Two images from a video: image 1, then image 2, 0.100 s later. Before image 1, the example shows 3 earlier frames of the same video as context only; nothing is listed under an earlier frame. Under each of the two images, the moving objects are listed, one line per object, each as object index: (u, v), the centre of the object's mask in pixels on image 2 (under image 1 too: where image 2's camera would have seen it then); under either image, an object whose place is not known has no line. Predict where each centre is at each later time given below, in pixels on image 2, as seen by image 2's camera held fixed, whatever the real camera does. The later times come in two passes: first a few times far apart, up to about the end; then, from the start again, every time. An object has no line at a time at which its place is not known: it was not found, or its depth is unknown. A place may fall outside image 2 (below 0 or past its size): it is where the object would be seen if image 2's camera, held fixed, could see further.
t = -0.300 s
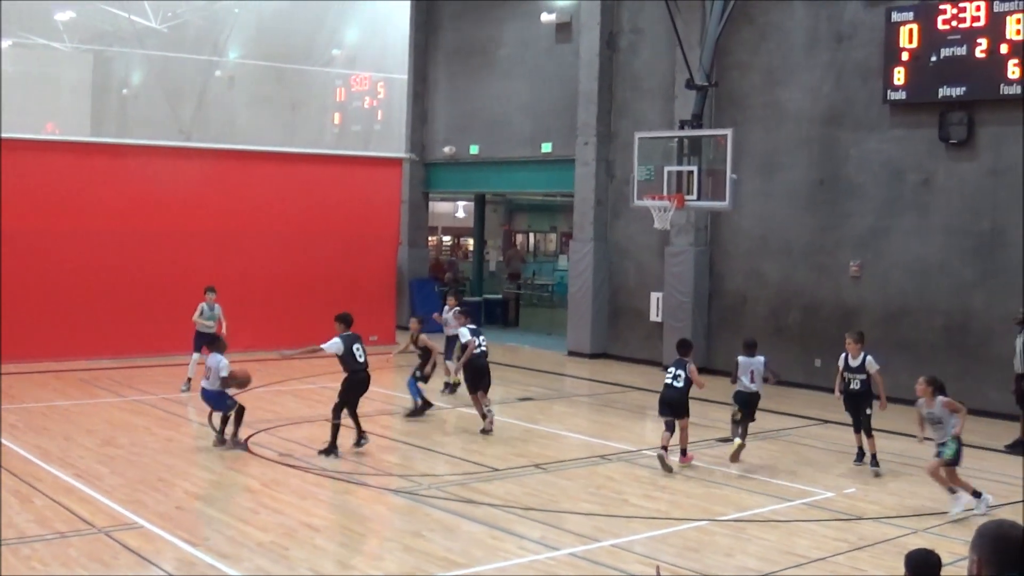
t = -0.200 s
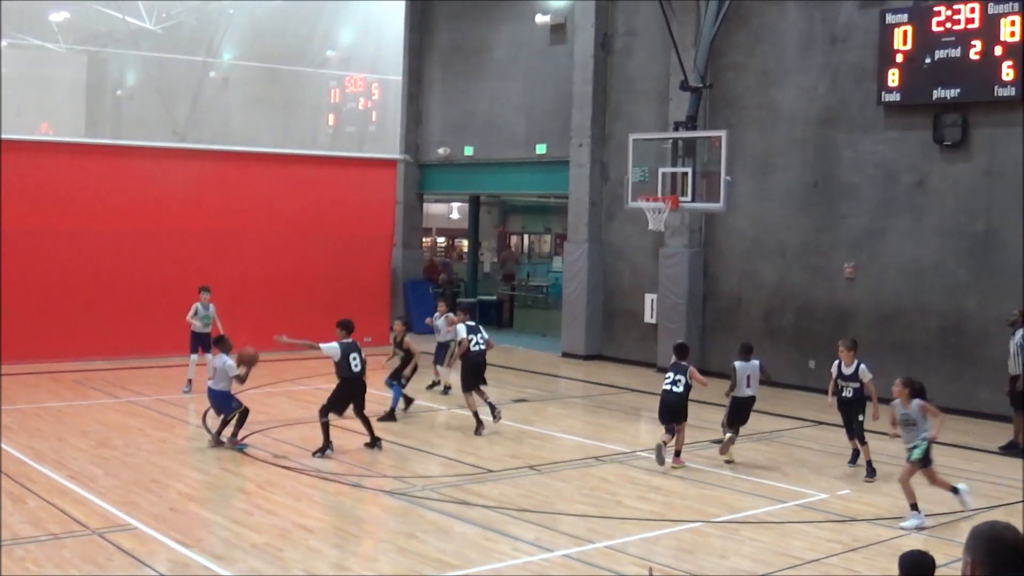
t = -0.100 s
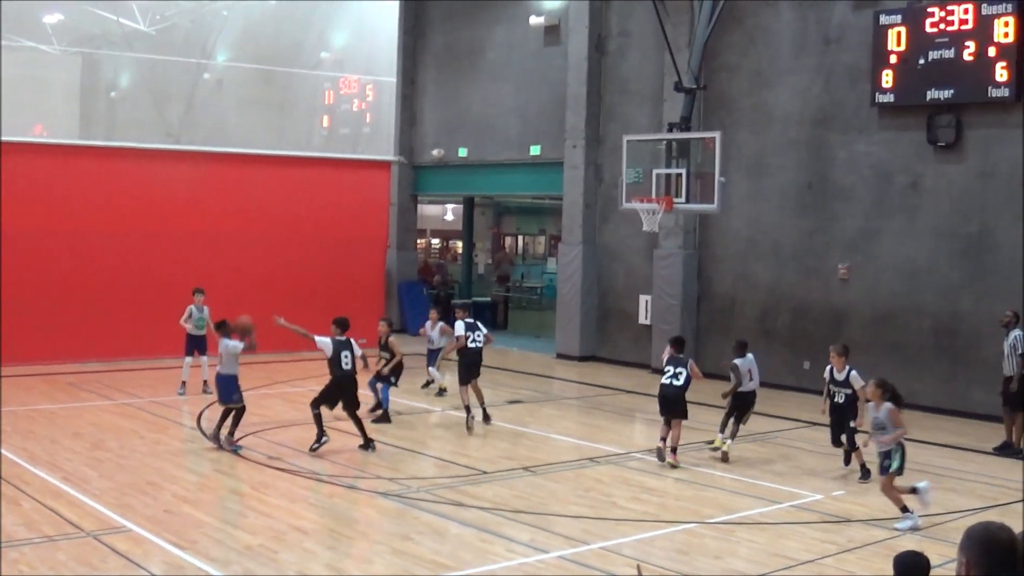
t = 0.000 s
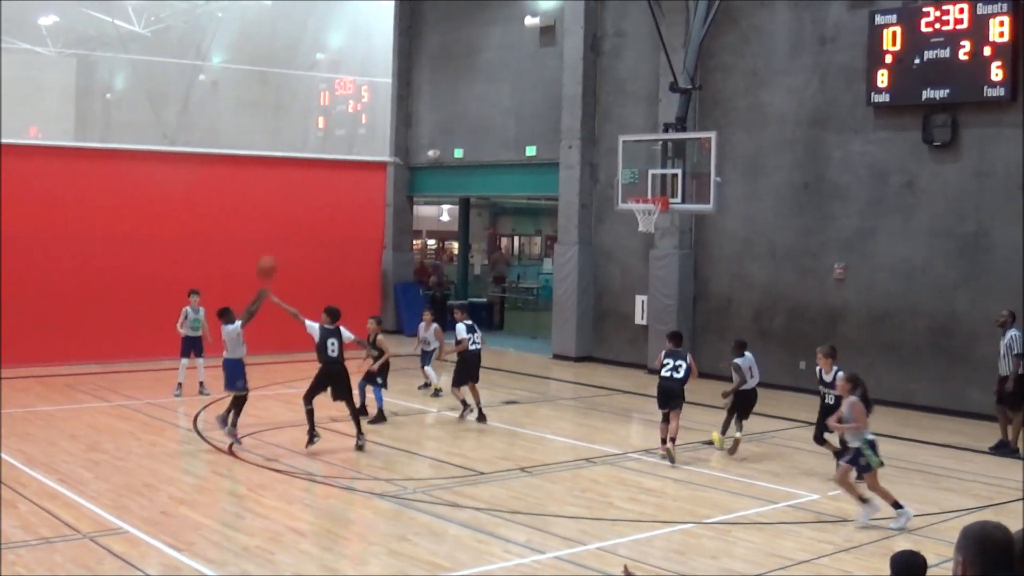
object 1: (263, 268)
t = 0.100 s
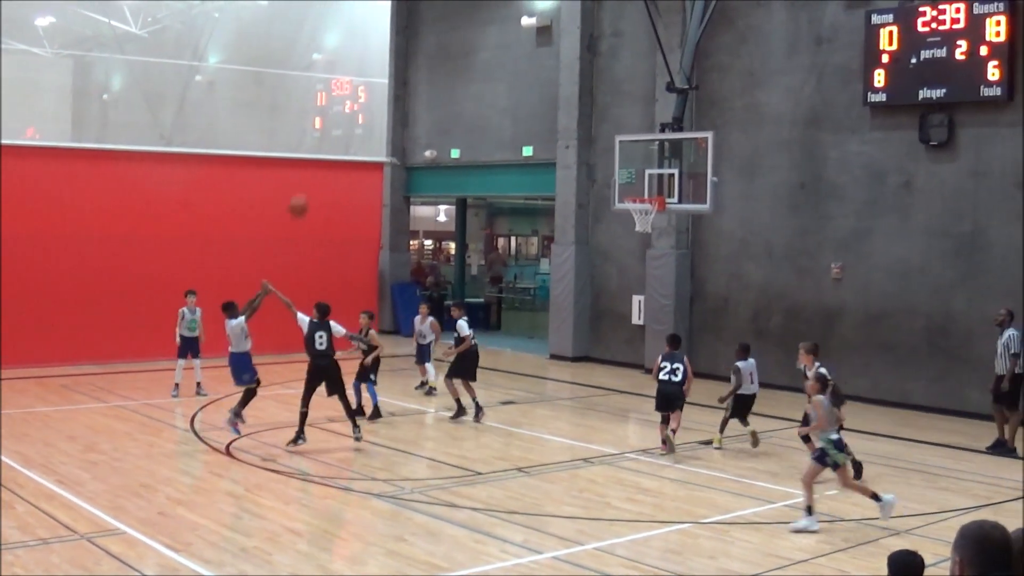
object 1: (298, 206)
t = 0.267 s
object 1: (354, 129)
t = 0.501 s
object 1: (427, 65)
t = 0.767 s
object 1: (500, 50)
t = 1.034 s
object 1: (566, 90)
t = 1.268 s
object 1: (617, 162)
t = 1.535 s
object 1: (652, 173)
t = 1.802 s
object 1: (640, 173)
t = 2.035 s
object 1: (622, 194)
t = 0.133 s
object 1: (310, 188)
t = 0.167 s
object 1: (321, 172)
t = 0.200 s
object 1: (332, 156)
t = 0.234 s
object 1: (344, 142)
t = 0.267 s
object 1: (354, 129)
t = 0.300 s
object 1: (365, 117)
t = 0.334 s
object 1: (376, 106)
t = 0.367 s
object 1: (386, 96)
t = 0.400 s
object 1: (397, 86)
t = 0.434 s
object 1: (407, 78)
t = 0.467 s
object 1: (417, 71)
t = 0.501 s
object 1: (427, 65)
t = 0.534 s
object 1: (436, 60)
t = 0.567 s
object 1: (446, 57)
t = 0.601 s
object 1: (455, 53)
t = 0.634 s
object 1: (465, 51)
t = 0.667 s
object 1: (474, 49)
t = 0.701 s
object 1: (483, 49)
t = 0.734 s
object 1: (491, 49)
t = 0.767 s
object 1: (500, 50)
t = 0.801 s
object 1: (509, 52)
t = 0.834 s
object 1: (518, 55)
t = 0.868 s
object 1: (526, 59)
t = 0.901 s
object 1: (534, 64)
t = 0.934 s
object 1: (543, 69)
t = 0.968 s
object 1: (551, 75)
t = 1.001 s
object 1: (558, 82)
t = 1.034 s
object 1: (566, 90)
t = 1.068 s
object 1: (574, 98)
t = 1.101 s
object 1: (581, 107)
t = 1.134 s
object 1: (588, 117)
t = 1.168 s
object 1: (596, 126)
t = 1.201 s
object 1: (603, 138)
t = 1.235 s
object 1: (611, 150)
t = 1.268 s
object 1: (617, 162)
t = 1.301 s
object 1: (625, 176)
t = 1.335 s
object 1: (631, 190)
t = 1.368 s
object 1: (635, 189)
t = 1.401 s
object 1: (638, 184)
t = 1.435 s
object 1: (642, 180)
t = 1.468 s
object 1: (645, 177)
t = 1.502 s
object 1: (649, 174)
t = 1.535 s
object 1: (652, 173)
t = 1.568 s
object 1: (655, 172)
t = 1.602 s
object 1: (656, 171)
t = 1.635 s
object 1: (654, 169)
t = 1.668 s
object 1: (652, 169)
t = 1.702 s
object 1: (649, 168)
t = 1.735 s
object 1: (646, 169)
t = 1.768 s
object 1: (643, 171)
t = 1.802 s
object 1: (640, 173)
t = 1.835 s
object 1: (637, 176)
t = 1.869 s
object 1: (635, 179)
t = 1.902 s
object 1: (631, 184)
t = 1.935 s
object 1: (628, 191)
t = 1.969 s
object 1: (627, 192)
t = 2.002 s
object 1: (624, 193)
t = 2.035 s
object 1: (622, 194)
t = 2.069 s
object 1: (619, 197)
